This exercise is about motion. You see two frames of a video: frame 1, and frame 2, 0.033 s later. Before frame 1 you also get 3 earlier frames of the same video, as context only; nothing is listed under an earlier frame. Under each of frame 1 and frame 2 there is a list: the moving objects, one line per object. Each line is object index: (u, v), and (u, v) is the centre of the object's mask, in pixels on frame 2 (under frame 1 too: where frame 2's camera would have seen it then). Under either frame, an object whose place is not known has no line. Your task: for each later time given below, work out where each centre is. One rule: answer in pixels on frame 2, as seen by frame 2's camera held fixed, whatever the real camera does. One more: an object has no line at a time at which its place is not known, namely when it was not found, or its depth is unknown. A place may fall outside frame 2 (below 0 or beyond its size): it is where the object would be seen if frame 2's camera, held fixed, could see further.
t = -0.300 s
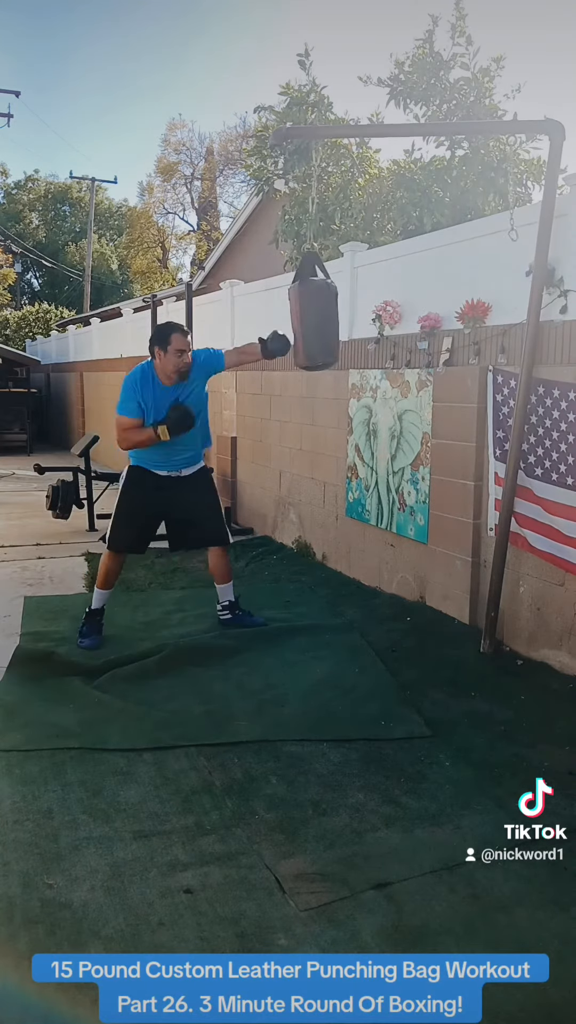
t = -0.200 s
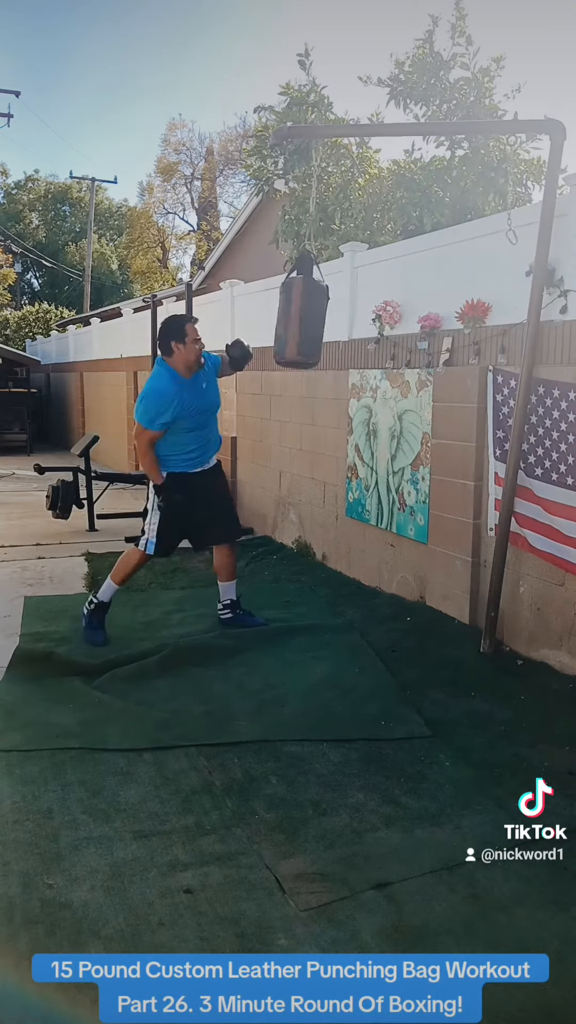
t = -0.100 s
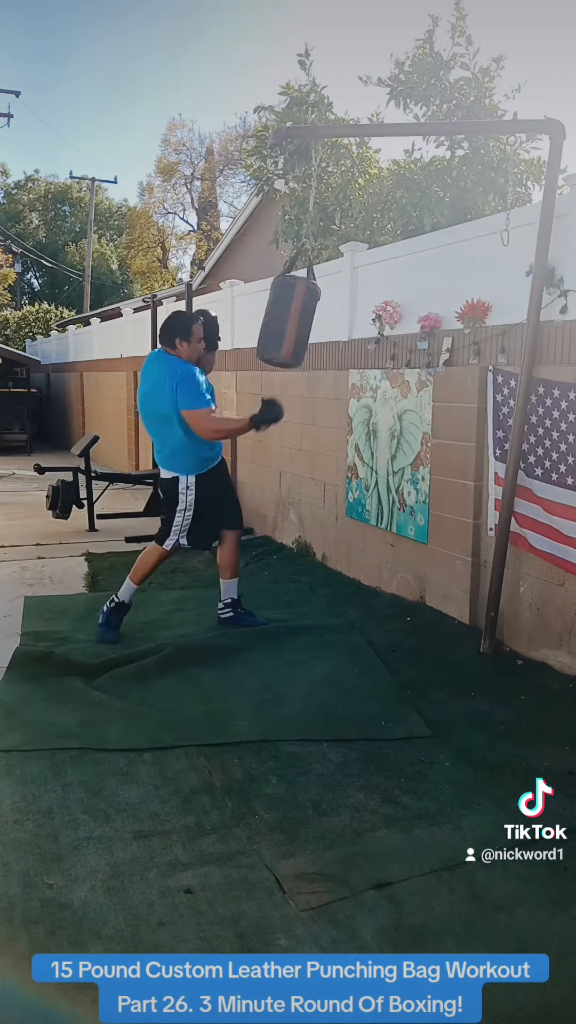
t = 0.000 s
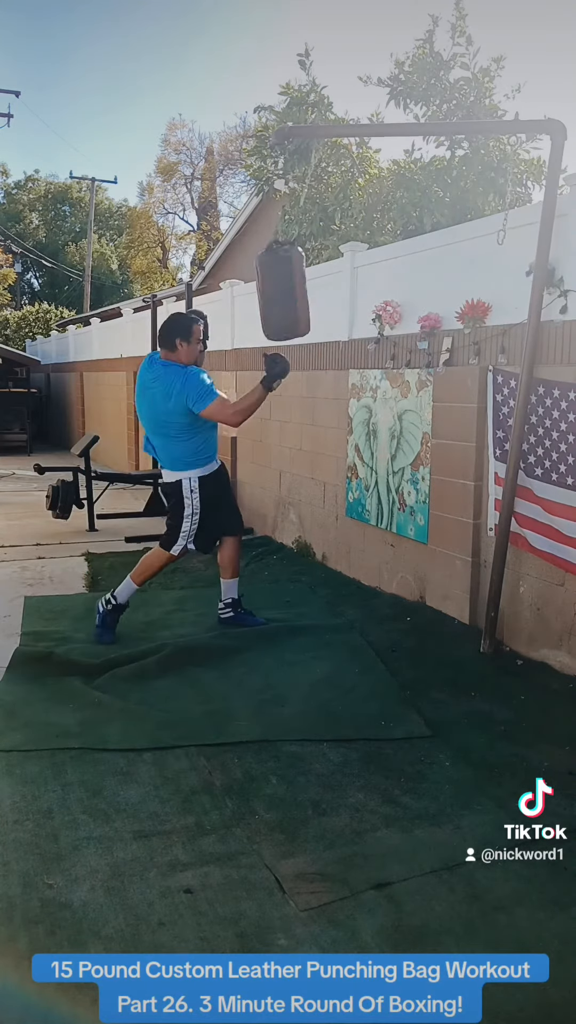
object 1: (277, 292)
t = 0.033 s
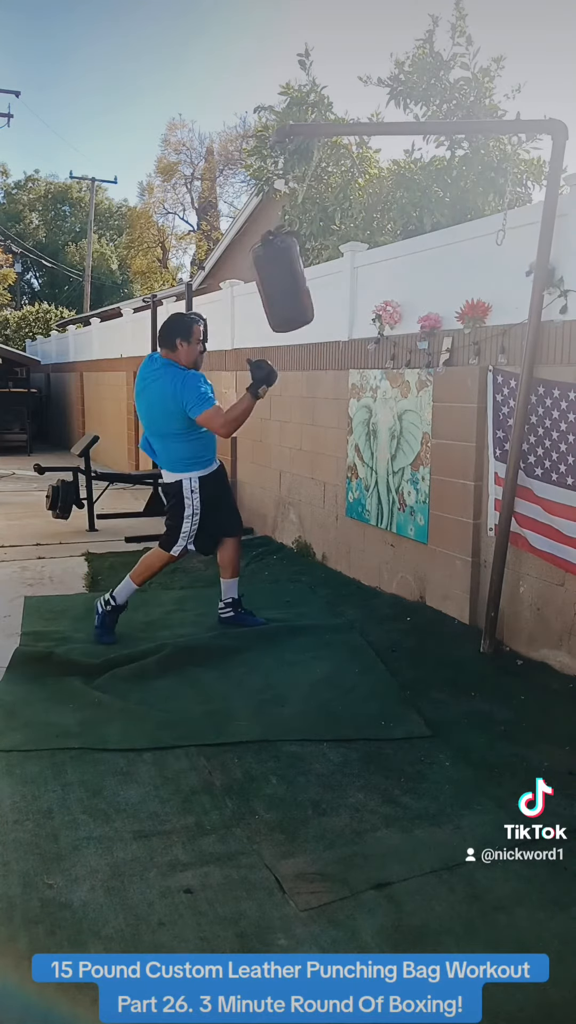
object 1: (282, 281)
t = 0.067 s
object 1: (281, 275)
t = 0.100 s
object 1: (280, 271)
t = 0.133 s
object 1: (279, 267)
